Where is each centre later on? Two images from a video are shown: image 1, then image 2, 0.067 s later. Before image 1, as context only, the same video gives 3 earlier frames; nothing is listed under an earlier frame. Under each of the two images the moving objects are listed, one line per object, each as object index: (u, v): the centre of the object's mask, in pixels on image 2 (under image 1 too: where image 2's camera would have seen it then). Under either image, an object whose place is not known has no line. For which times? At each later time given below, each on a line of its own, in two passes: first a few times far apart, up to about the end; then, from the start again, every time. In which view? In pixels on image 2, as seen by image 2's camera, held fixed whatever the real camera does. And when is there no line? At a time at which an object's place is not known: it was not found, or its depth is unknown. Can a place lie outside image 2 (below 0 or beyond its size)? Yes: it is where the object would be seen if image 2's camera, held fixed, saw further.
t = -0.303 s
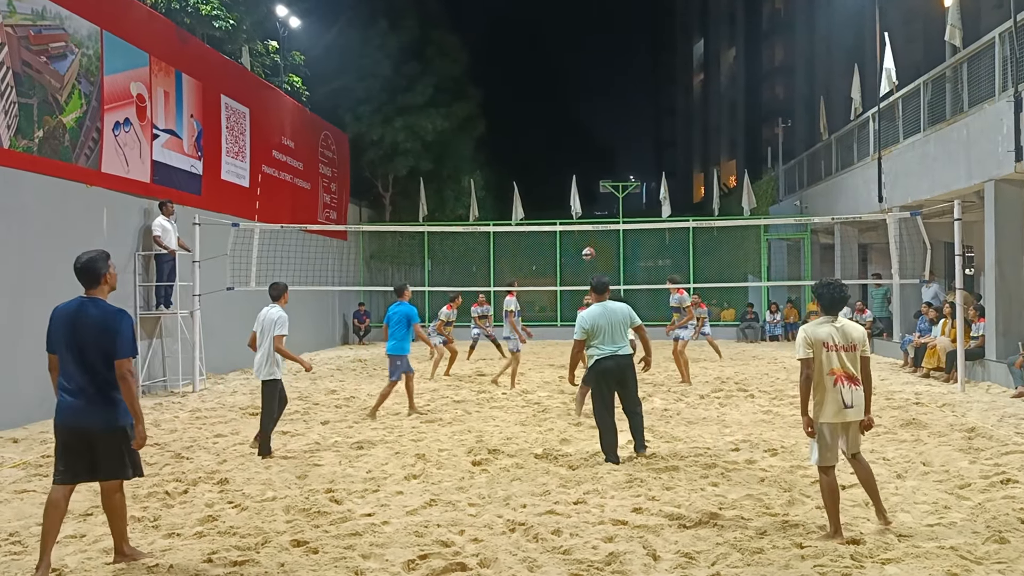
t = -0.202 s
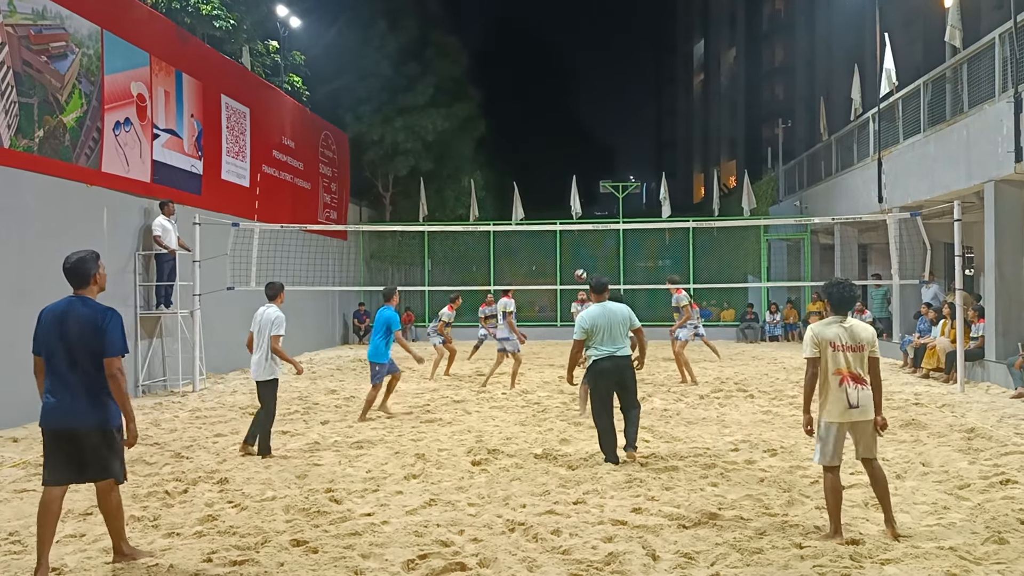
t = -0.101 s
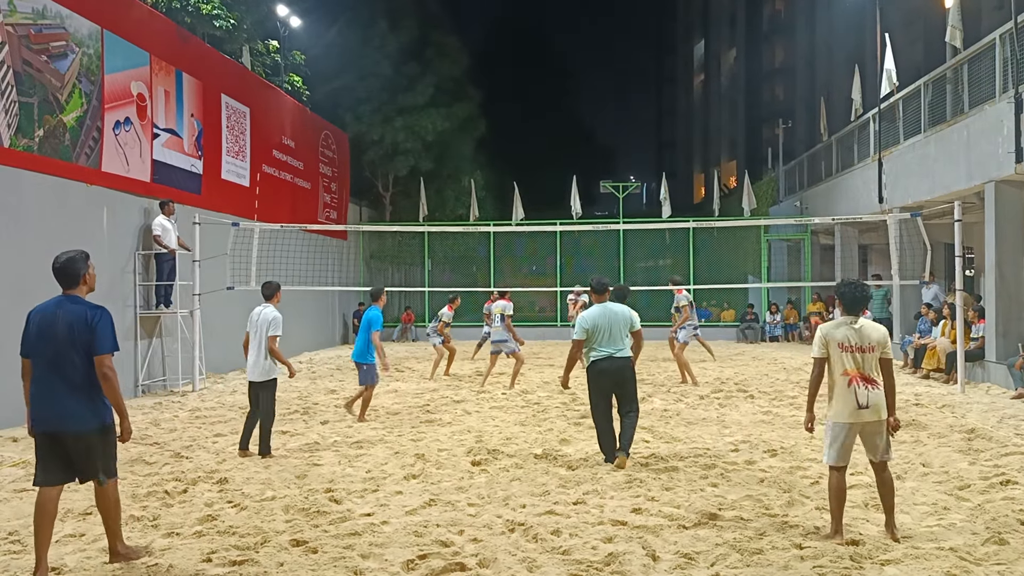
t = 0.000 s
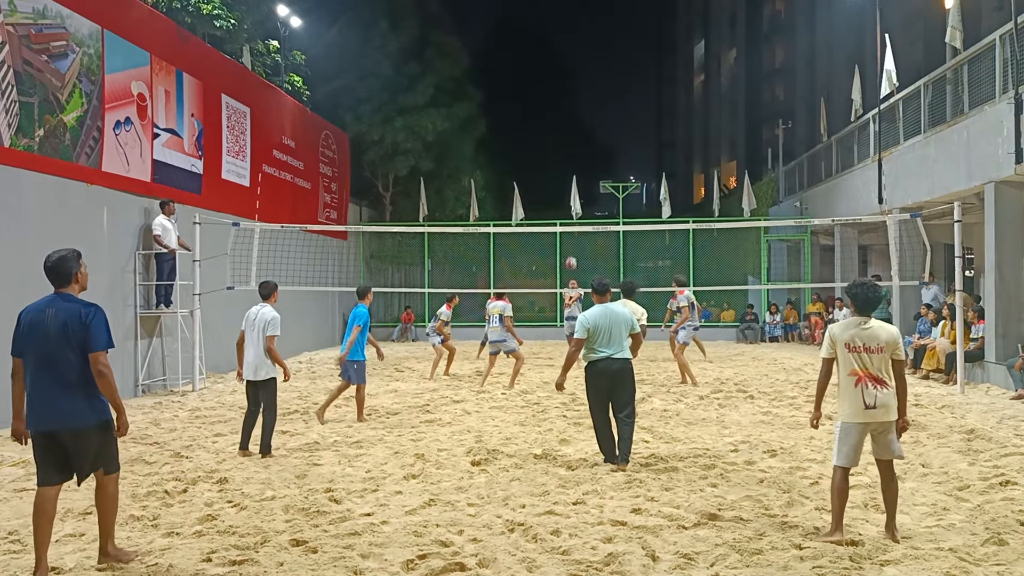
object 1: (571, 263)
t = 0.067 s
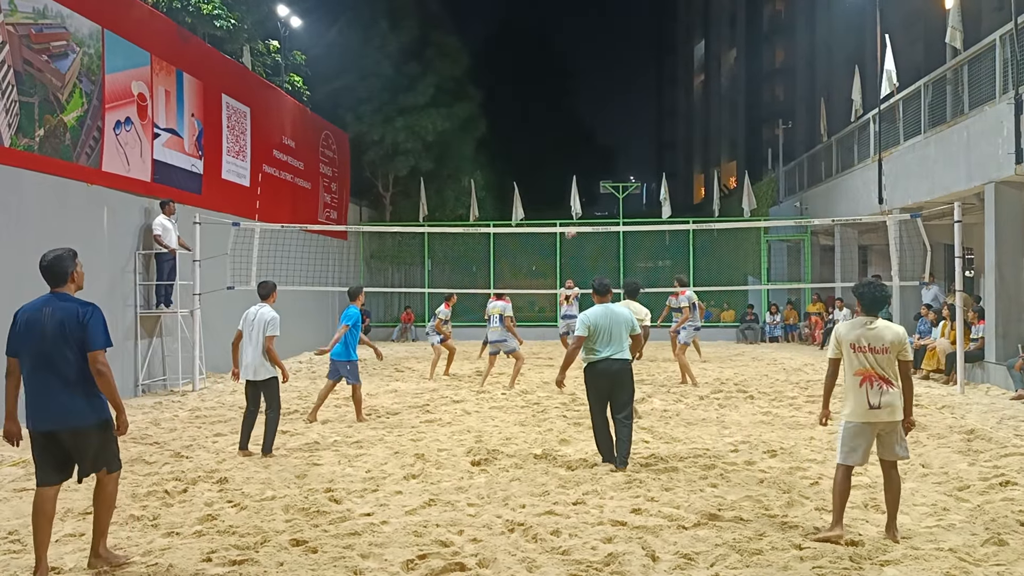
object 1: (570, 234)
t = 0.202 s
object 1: (568, 177)
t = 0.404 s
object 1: (566, 112)
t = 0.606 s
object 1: (564, 67)
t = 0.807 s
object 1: (562, 44)
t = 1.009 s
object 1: (559, 42)
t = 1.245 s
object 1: (557, 67)
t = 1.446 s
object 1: (555, 112)
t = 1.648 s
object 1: (552, 177)
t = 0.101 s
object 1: (569, 217)
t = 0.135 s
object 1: (568, 204)
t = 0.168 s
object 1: (568, 190)
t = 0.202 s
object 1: (568, 177)
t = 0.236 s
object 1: (568, 165)
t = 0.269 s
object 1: (568, 153)
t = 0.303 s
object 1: (567, 142)
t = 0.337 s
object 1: (567, 131)
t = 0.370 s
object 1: (567, 121)
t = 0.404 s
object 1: (566, 112)
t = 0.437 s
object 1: (566, 103)
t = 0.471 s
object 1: (566, 95)
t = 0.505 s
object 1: (565, 87)
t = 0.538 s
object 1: (565, 80)
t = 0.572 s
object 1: (564, 73)
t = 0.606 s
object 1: (564, 67)
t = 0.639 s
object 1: (564, 62)
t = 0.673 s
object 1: (563, 57)
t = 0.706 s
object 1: (563, 53)
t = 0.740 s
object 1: (563, 50)
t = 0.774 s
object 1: (562, 46)
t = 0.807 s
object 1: (562, 44)
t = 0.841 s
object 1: (561, 42)
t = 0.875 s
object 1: (561, 41)
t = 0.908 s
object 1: (561, 41)
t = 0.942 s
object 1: (560, 40)
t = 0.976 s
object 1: (560, 41)
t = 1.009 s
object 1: (559, 42)
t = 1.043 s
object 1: (559, 44)
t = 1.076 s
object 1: (559, 46)
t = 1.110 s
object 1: (559, 49)
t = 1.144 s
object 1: (558, 53)
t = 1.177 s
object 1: (558, 57)
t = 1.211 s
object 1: (557, 62)
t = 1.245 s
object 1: (557, 67)
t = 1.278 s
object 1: (556, 73)
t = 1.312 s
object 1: (556, 80)
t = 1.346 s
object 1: (556, 87)
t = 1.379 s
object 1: (555, 95)
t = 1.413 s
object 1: (555, 103)
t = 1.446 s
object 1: (555, 112)
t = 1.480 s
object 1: (554, 121)
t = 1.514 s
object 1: (554, 131)
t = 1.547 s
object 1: (554, 142)
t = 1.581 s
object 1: (553, 153)
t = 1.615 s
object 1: (552, 165)
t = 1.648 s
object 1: (552, 177)
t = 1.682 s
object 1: (552, 190)
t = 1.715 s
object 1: (551, 203)
